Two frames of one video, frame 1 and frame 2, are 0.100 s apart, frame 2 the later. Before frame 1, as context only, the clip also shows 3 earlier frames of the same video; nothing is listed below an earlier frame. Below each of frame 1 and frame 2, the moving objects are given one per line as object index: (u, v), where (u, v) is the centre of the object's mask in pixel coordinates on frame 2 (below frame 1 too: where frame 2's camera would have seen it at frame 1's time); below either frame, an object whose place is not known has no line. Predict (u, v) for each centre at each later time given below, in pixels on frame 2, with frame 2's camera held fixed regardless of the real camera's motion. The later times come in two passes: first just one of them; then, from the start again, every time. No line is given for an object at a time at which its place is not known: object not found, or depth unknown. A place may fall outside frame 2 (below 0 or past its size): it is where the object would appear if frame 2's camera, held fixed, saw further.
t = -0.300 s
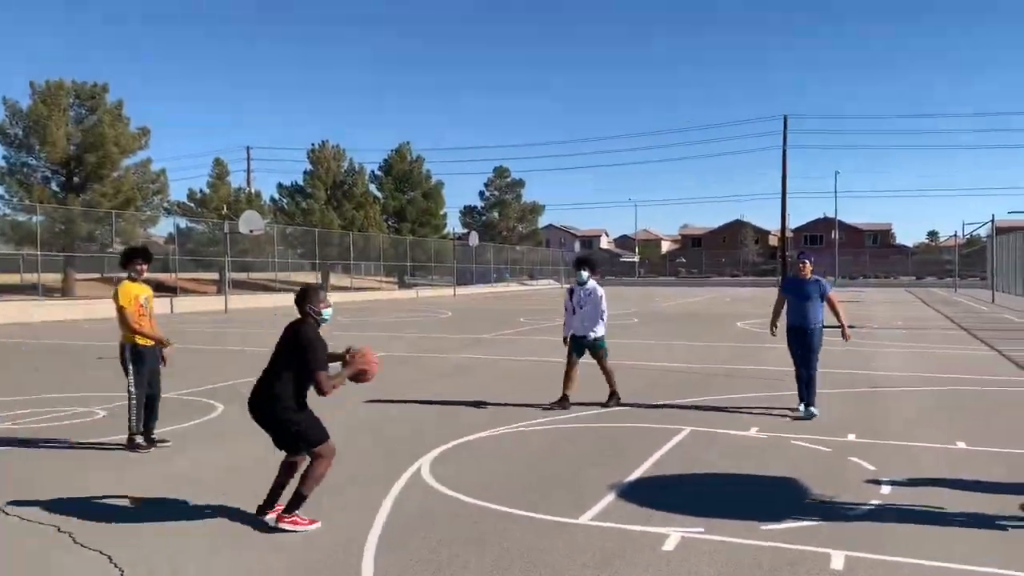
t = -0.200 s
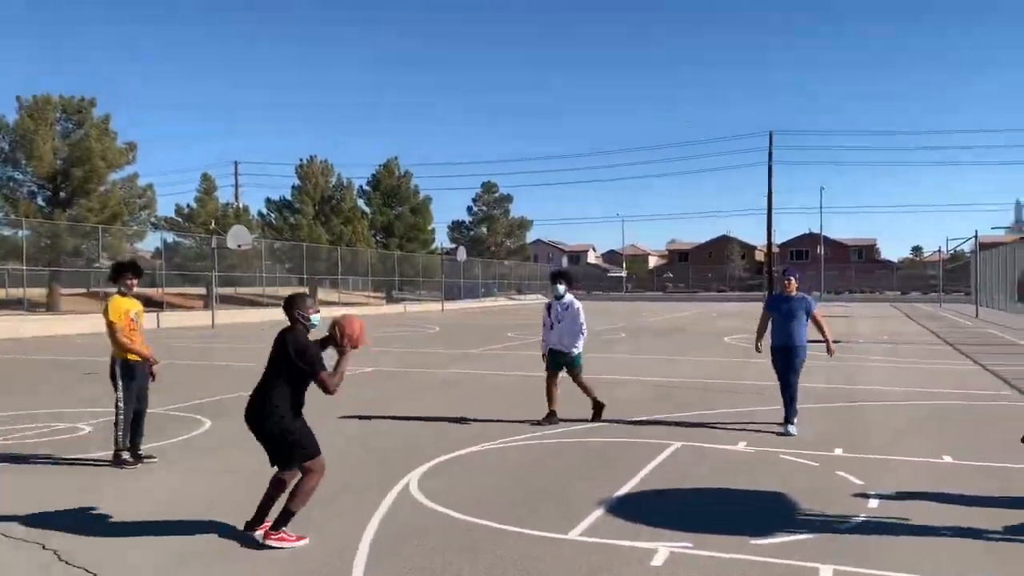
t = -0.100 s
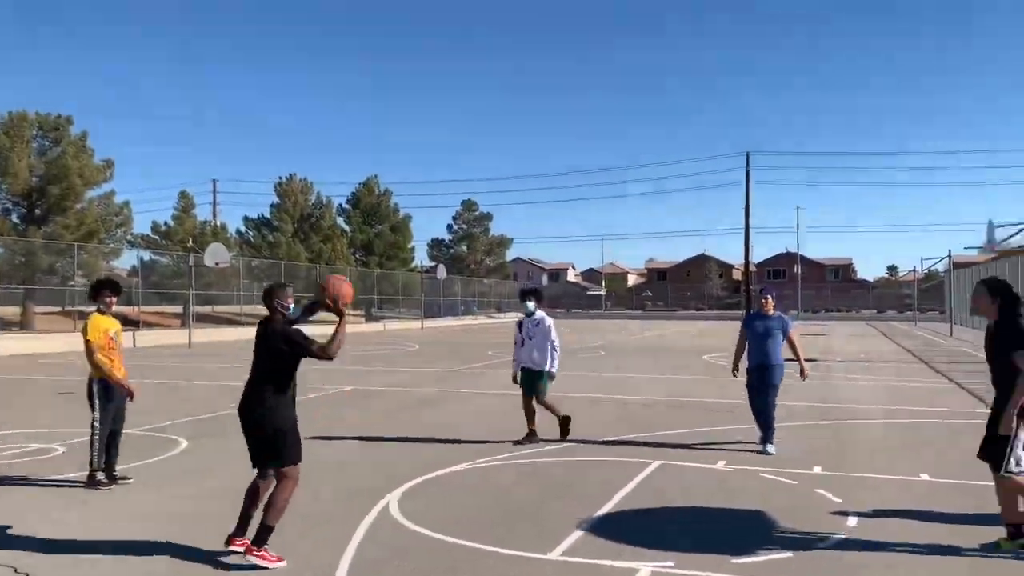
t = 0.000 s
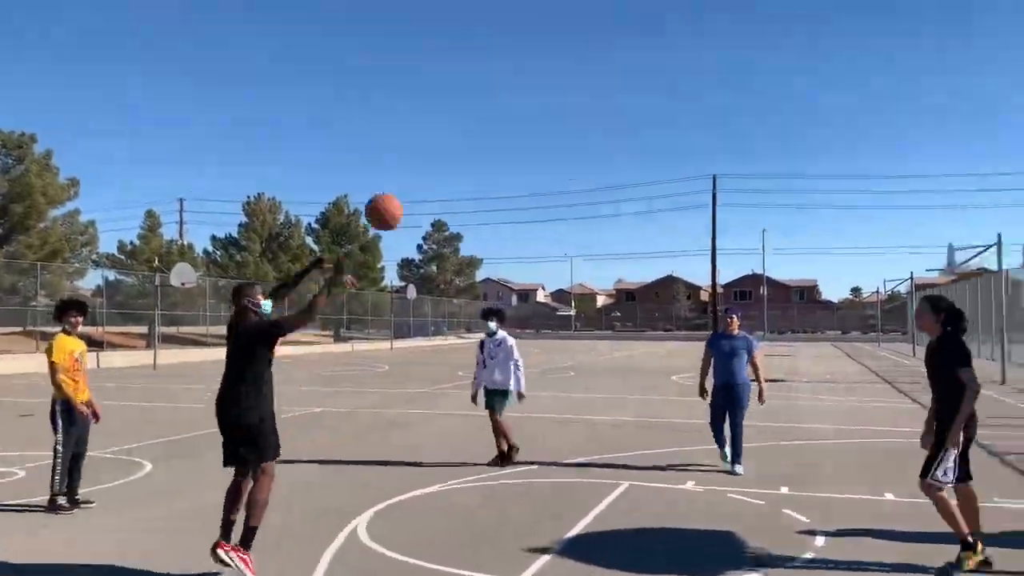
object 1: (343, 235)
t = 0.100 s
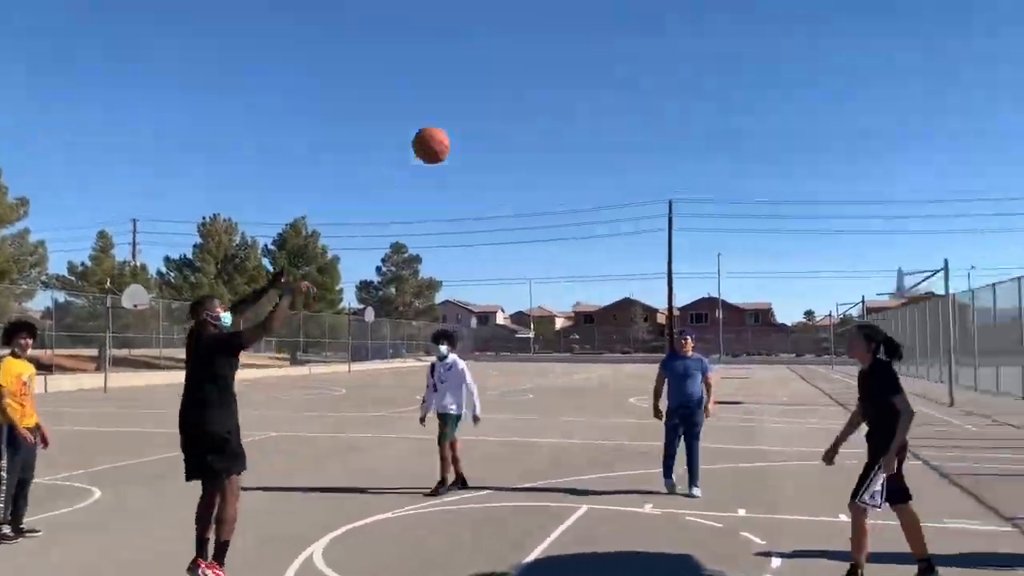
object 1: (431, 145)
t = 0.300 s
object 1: (601, 13)
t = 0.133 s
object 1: (460, 119)
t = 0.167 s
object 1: (489, 94)
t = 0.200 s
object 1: (517, 71)
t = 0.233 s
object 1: (546, 50)
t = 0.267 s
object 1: (574, 31)
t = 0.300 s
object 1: (601, 13)
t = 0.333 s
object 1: (627, -2)
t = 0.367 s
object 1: (652, -15)
